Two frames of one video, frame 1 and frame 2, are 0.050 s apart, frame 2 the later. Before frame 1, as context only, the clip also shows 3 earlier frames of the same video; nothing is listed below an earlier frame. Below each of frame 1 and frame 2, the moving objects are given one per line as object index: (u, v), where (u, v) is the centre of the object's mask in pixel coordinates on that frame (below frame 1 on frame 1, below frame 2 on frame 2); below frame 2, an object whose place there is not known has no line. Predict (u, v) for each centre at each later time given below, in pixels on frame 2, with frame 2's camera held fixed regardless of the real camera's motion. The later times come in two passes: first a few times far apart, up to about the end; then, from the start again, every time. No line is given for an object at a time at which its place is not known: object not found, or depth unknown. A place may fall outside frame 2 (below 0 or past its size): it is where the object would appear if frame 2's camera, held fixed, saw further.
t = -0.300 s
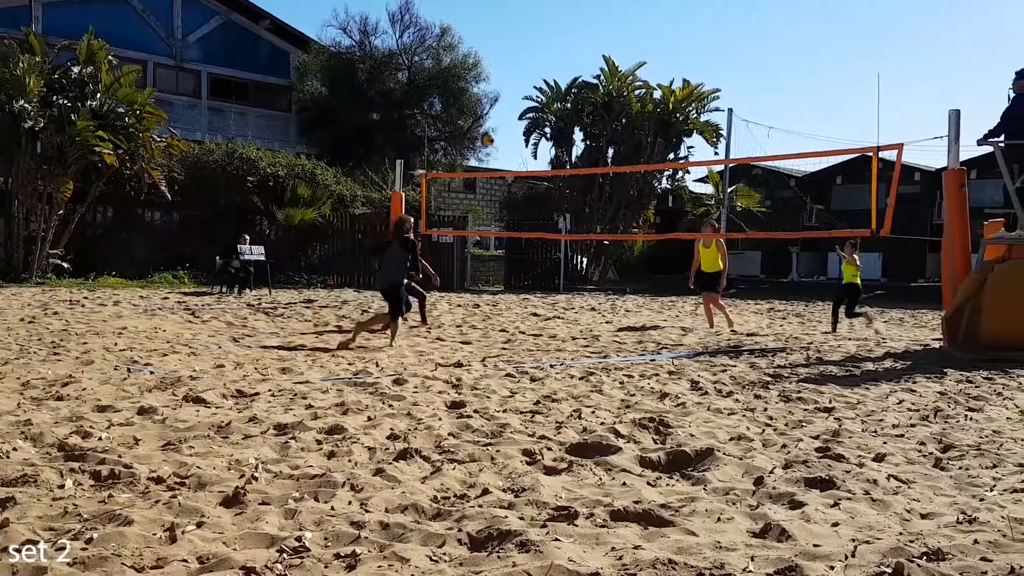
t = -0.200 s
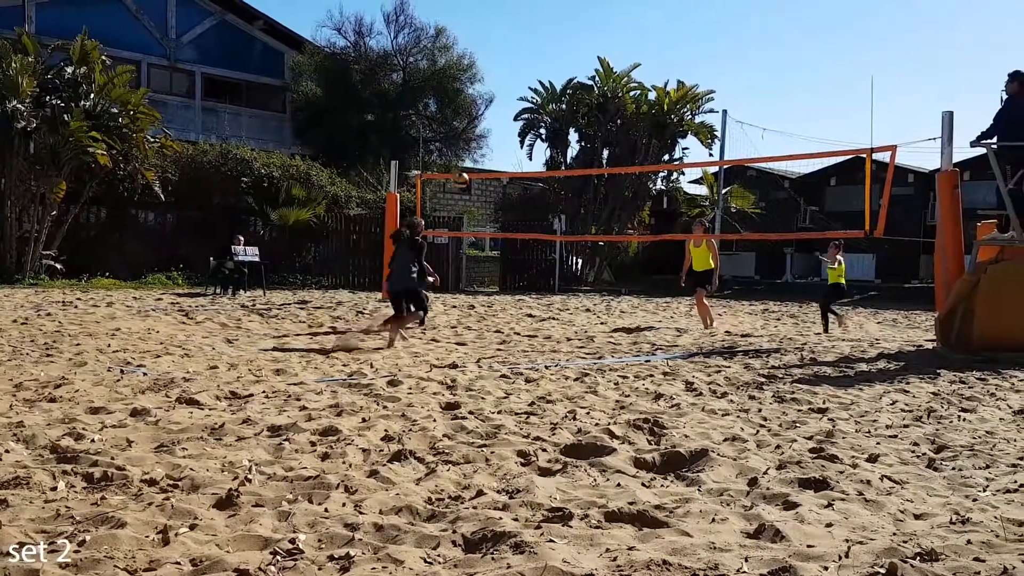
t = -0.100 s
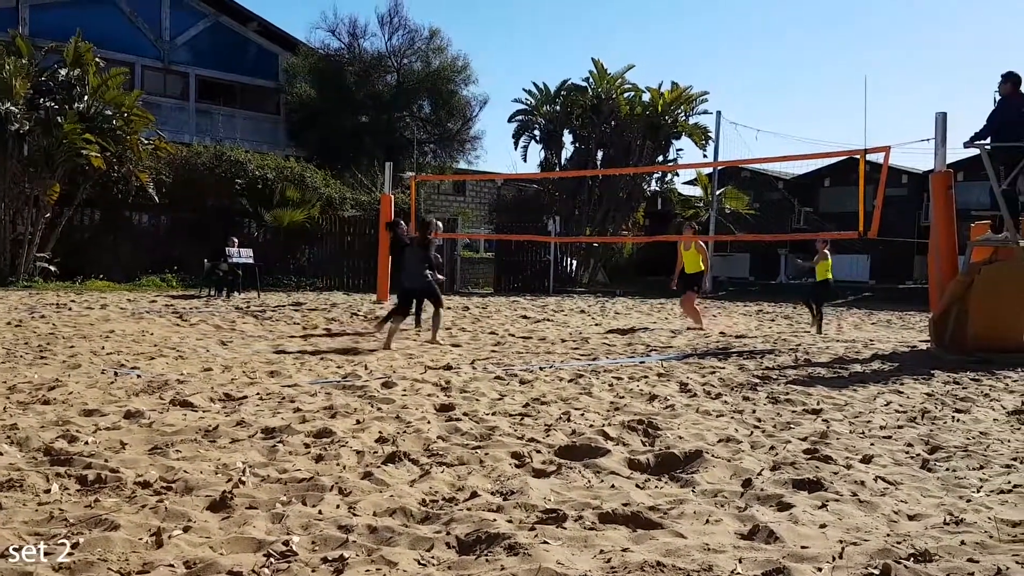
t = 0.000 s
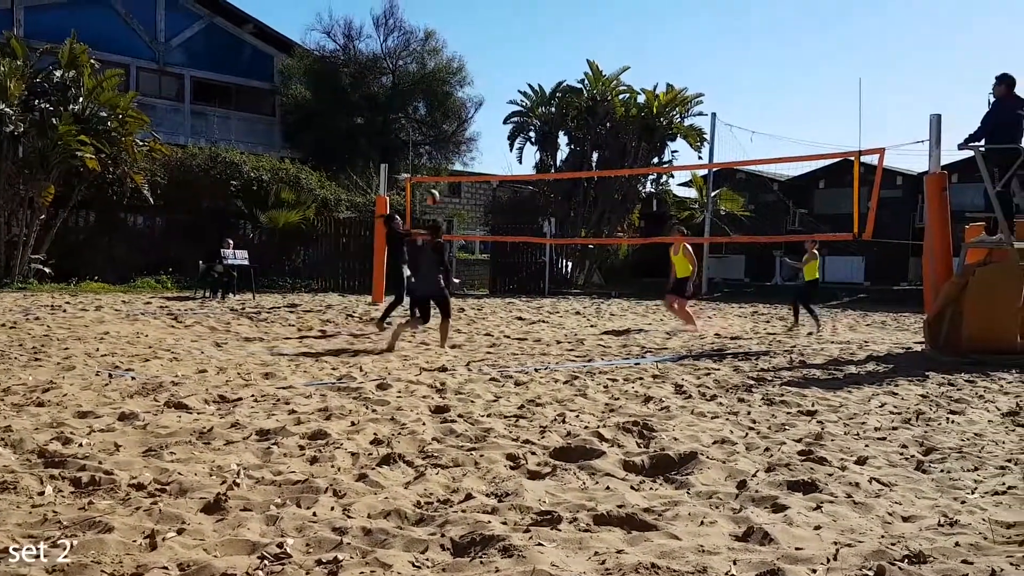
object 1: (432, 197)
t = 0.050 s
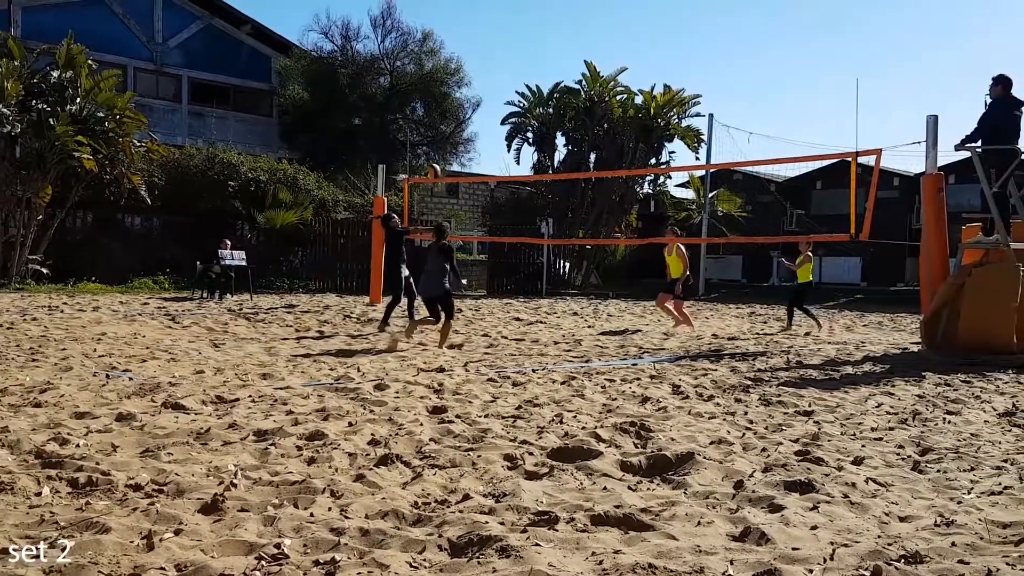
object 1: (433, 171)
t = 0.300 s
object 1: (450, 62)
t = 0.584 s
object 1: (466, 3)
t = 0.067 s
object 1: (435, 163)
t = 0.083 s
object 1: (435, 155)
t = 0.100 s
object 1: (436, 146)
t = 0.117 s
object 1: (438, 139)
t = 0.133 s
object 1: (439, 131)
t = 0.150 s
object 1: (440, 125)
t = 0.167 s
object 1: (442, 118)
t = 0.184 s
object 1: (443, 110)
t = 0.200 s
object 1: (443, 103)
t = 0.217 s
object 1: (445, 91)
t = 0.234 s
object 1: (445, 83)
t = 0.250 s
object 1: (448, 78)
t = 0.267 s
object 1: (449, 73)
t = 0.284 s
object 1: (449, 67)
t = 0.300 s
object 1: (450, 62)
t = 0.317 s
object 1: (451, 57)
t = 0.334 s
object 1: (451, 52)
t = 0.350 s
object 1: (452, 48)
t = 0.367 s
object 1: (453, 43)
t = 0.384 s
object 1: (454, 39)
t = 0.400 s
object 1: (455, 35)
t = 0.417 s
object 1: (456, 31)
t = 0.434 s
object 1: (457, 27)
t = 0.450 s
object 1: (458, 24)
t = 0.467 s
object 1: (458, 21)
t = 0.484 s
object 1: (459, 17)
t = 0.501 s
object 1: (460, 15)
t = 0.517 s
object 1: (461, 12)
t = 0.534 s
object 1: (462, 9)
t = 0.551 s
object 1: (463, 7)
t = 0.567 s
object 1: (464, 5)
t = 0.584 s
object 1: (466, 3)
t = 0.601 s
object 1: (467, 2)
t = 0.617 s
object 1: (467, 1)
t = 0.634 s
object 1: (469, 0)
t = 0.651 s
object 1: (470, 0)
